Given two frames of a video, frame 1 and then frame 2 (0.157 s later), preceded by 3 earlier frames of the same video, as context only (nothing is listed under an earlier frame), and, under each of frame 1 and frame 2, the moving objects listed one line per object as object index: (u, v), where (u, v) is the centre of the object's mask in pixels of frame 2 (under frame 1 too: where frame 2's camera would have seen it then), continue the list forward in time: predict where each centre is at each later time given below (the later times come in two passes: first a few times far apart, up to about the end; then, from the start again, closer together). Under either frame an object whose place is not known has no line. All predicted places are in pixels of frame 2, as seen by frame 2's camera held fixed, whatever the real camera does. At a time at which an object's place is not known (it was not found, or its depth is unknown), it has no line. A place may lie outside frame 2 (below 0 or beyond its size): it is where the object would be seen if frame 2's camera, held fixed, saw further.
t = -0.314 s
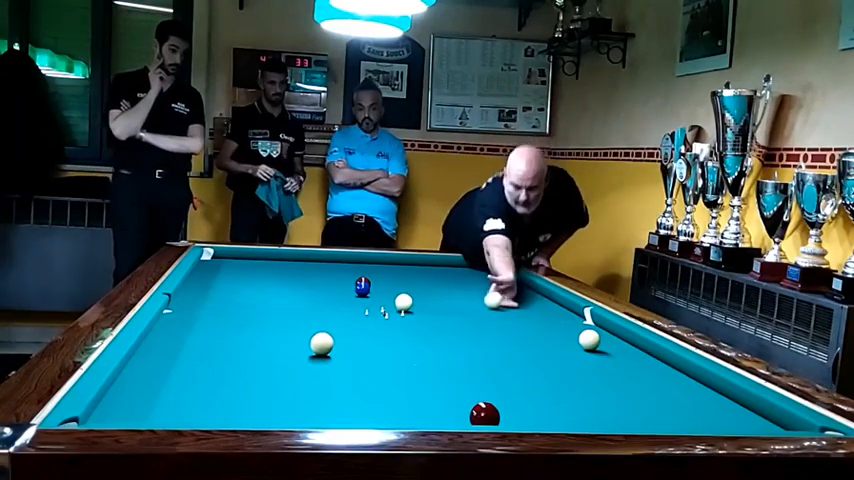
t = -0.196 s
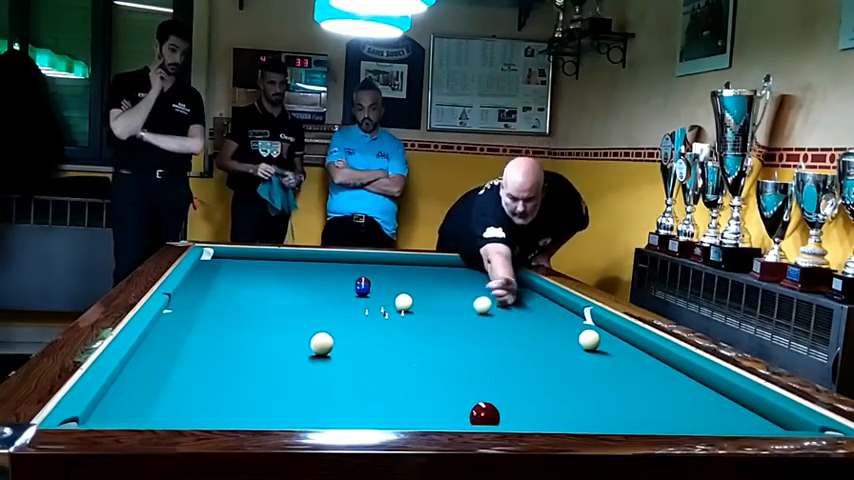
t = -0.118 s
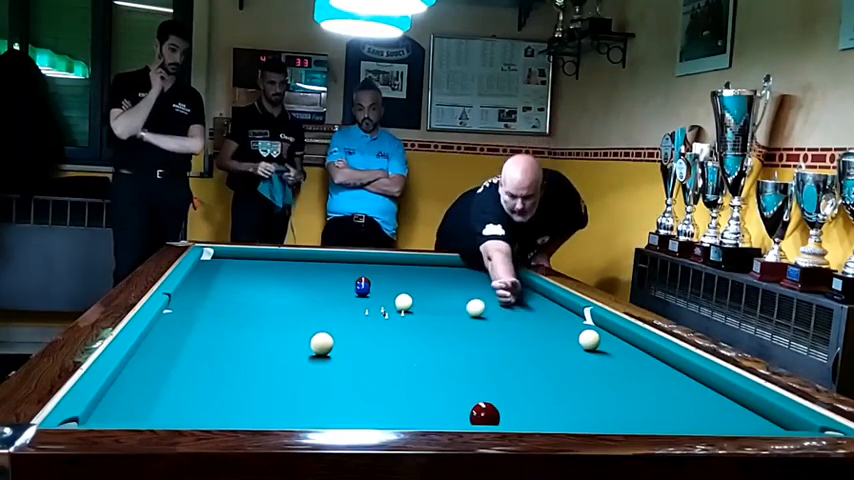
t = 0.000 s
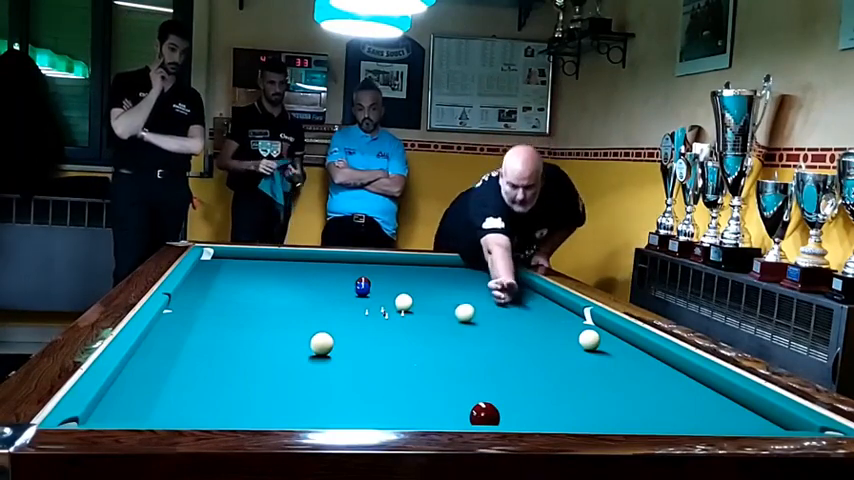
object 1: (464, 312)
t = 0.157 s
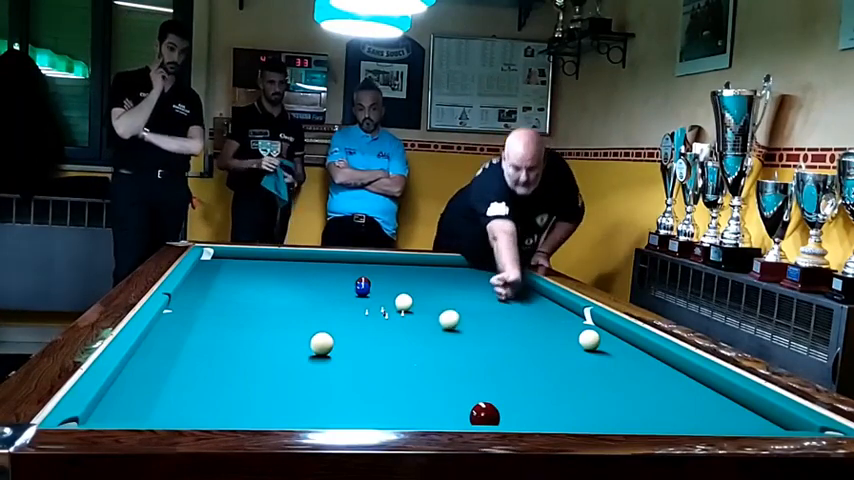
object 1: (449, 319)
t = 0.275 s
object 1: (436, 325)
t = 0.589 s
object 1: (397, 342)
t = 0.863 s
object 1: (356, 361)
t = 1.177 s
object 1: (298, 387)
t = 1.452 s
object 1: (234, 412)
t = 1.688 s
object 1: (182, 414)
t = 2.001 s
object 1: (138, 399)
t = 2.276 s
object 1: (135, 383)
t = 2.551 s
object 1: (164, 372)
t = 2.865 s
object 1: (192, 360)
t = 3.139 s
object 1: (214, 351)
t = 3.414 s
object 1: (233, 344)
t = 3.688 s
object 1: (250, 337)
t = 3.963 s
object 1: (266, 331)
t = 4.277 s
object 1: (282, 325)
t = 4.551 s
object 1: (294, 320)
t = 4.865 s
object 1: (307, 315)
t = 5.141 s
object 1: (316, 311)
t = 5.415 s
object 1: (324, 309)
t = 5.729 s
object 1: (333, 305)
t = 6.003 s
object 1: (341, 303)
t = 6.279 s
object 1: (347, 300)
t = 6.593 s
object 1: (354, 298)
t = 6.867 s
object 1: (359, 296)
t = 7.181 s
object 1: (365, 294)
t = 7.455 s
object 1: (368, 292)
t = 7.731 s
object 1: (372, 291)
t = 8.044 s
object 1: (376, 290)
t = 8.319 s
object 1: (379, 289)
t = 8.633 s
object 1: (381, 288)
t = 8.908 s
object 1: (383, 287)
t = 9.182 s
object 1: (385, 287)
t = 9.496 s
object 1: (386, 286)
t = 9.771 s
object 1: (386, 286)
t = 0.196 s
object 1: (445, 321)
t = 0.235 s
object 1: (440, 323)
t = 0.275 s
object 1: (436, 325)
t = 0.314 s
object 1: (432, 327)
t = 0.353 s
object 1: (427, 329)
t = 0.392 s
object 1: (422, 331)
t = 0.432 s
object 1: (418, 333)
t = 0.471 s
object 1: (413, 335)
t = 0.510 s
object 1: (408, 338)
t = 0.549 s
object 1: (403, 340)
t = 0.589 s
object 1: (397, 342)
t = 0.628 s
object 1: (392, 345)
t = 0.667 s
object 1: (386, 347)
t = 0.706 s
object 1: (381, 350)
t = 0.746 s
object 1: (375, 353)
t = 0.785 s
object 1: (369, 355)
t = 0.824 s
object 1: (363, 358)
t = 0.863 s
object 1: (356, 361)
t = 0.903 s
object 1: (350, 364)
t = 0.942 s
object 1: (343, 367)
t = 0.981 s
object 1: (336, 370)
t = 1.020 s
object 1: (329, 373)
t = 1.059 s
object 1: (321, 376)
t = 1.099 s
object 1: (314, 379)
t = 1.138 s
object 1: (306, 383)
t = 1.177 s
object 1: (298, 387)
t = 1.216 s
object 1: (290, 390)
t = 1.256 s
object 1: (281, 394)
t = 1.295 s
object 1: (272, 399)
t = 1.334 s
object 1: (263, 402)
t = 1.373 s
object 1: (254, 406)
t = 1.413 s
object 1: (244, 409)
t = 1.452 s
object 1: (234, 412)
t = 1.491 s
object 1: (224, 414)
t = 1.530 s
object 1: (213, 417)
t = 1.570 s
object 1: (202, 419)
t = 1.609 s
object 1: (194, 418)
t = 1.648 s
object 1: (188, 416)
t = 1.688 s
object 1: (182, 414)
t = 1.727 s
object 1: (176, 413)
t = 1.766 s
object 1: (170, 411)
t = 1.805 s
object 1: (165, 410)
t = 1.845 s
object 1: (159, 408)
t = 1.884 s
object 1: (153, 406)
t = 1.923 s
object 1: (148, 404)
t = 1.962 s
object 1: (143, 401)
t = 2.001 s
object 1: (138, 399)
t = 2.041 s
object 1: (134, 396)
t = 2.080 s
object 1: (129, 394)
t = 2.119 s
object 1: (124, 392)
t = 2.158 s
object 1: (122, 389)
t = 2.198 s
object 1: (126, 387)
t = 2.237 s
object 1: (131, 385)
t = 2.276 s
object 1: (135, 383)
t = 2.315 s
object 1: (140, 382)
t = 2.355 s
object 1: (144, 380)
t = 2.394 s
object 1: (148, 378)
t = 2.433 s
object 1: (152, 376)
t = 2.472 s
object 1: (156, 375)
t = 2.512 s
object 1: (160, 373)
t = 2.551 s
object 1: (164, 372)
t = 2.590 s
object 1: (168, 370)
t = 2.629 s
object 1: (171, 369)
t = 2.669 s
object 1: (175, 367)
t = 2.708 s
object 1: (178, 366)
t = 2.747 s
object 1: (182, 364)
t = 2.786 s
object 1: (185, 363)
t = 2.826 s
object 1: (189, 362)
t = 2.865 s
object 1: (192, 360)
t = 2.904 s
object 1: (195, 359)
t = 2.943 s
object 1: (199, 358)
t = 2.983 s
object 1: (202, 356)
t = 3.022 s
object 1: (205, 355)
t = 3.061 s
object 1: (208, 354)
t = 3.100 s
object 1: (211, 353)
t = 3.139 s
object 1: (214, 351)
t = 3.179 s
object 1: (217, 350)
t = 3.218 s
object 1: (219, 349)
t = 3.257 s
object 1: (222, 348)
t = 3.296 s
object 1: (225, 347)
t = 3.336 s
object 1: (228, 346)
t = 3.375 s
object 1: (230, 345)
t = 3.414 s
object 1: (233, 344)
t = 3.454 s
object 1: (236, 343)
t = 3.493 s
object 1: (238, 341)
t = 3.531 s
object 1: (241, 341)
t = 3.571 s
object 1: (243, 340)
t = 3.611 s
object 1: (246, 339)
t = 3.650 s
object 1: (248, 338)
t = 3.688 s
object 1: (250, 337)
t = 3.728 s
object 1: (253, 336)
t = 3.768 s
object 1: (255, 335)
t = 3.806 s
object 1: (257, 334)
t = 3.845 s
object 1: (259, 333)
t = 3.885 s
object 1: (262, 333)
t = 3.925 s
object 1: (264, 332)
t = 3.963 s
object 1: (266, 331)
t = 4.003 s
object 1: (268, 330)
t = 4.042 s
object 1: (270, 329)
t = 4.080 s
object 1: (272, 328)
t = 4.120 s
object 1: (274, 327)
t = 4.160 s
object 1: (276, 327)
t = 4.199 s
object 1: (278, 326)
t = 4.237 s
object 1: (280, 325)
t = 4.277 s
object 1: (282, 325)
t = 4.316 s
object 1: (284, 324)
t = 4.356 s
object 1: (286, 323)
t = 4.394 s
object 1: (287, 322)
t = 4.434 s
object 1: (289, 322)
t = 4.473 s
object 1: (291, 321)
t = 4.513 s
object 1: (292, 320)
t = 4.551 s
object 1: (294, 320)
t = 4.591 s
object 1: (296, 319)
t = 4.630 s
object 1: (297, 319)
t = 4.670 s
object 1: (299, 318)
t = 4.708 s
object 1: (301, 317)
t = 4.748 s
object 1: (302, 317)
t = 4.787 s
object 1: (304, 316)
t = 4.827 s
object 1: (305, 316)
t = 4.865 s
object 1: (307, 315)
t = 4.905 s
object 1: (308, 315)
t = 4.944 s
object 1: (309, 314)
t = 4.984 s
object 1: (311, 313)
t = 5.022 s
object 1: (312, 313)
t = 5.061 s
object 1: (313, 312)
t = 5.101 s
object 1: (315, 312)
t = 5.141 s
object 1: (316, 311)
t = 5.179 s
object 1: (317, 311)
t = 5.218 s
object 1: (319, 310)
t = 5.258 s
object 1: (320, 310)
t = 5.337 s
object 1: (321, 310)
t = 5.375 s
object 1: (323, 309)
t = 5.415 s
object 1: (324, 309)
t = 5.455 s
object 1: (325, 308)
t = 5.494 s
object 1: (326, 308)
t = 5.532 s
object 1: (327, 307)
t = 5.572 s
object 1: (328, 307)
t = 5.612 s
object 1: (330, 306)
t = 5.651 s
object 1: (331, 306)
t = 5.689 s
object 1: (332, 306)
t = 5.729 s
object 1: (333, 305)
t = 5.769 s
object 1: (334, 305)
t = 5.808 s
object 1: (335, 304)
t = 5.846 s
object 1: (336, 304)
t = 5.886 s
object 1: (338, 304)
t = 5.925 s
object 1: (339, 303)
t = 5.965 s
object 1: (340, 303)
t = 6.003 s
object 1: (341, 303)
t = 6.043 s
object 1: (342, 302)
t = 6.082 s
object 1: (343, 302)
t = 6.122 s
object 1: (344, 302)
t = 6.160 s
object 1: (345, 301)
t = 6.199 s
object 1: (346, 301)
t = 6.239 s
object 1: (347, 300)
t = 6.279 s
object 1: (347, 300)
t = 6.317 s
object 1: (348, 300)
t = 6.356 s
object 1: (349, 300)
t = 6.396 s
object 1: (350, 299)
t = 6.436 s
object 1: (351, 299)
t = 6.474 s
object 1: (352, 299)
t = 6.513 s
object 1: (353, 298)
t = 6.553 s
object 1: (353, 298)
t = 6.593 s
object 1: (354, 298)
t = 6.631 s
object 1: (355, 297)
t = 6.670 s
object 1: (356, 297)
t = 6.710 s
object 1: (357, 297)
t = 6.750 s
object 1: (357, 297)
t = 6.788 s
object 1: (358, 297)
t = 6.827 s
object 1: (359, 296)
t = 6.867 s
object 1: (359, 296)
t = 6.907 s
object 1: (360, 296)
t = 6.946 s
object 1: (361, 295)
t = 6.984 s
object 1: (361, 295)
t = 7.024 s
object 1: (362, 295)
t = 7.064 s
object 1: (363, 295)
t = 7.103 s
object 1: (363, 294)
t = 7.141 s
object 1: (364, 294)
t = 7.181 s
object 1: (365, 294)
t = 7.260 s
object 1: (365, 294)
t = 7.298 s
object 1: (366, 294)
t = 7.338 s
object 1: (367, 293)
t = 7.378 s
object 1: (367, 293)
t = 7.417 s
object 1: (368, 293)
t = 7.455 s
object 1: (368, 292)
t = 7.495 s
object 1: (369, 292)
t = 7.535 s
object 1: (370, 292)
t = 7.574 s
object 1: (370, 292)
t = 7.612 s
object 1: (371, 292)
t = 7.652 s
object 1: (371, 291)
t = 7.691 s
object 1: (372, 291)
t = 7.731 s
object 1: (372, 291)
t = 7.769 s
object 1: (373, 291)
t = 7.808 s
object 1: (373, 291)
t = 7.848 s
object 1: (374, 291)
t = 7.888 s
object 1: (374, 290)
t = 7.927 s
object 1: (375, 290)
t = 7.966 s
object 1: (375, 290)
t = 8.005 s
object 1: (376, 290)
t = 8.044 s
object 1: (376, 290)
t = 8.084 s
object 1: (376, 290)
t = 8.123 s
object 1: (377, 289)
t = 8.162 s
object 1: (377, 289)
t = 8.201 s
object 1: (378, 289)
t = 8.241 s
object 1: (378, 289)
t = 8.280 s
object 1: (378, 289)
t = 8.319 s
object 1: (379, 289)
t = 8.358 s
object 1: (379, 289)
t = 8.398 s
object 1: (380, 288)
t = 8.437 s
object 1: (380, 288)
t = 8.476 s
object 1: (380, 288)
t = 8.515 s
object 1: (380, 288)
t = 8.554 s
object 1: (381, 288)
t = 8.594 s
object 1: (381, 288)
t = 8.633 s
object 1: (381, 288)
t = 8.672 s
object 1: (382, 288)
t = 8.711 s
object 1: (382, 288)
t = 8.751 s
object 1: (382, 287)
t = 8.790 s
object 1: (382, 287)
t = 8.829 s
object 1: (383, 287)
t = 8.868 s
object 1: (383, 287)
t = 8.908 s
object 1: (383, 287)
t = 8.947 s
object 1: (383, 287)
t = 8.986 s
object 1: (384, 287)
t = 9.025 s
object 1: (384, 287)
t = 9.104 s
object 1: (384, 287)
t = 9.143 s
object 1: (384, 287)
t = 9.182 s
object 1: (385, 287)
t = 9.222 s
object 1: (385, 287)
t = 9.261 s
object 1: (385, 287)
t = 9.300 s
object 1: (385, 287)
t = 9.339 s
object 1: (385, 287)
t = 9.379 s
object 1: (385, 286)
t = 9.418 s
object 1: (385, 286)
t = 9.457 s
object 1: (385, 286)
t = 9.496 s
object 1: (386, 286)
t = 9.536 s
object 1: (386, 286)
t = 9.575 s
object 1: (386, 286)
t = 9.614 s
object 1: (386, 286)
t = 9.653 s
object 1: (386, 286)
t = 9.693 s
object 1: (386, 286)
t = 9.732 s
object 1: (386, 286)
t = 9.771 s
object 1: (386, 286)
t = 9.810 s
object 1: (386, 286)
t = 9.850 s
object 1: (386, 286)
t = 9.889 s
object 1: (386, 286)
